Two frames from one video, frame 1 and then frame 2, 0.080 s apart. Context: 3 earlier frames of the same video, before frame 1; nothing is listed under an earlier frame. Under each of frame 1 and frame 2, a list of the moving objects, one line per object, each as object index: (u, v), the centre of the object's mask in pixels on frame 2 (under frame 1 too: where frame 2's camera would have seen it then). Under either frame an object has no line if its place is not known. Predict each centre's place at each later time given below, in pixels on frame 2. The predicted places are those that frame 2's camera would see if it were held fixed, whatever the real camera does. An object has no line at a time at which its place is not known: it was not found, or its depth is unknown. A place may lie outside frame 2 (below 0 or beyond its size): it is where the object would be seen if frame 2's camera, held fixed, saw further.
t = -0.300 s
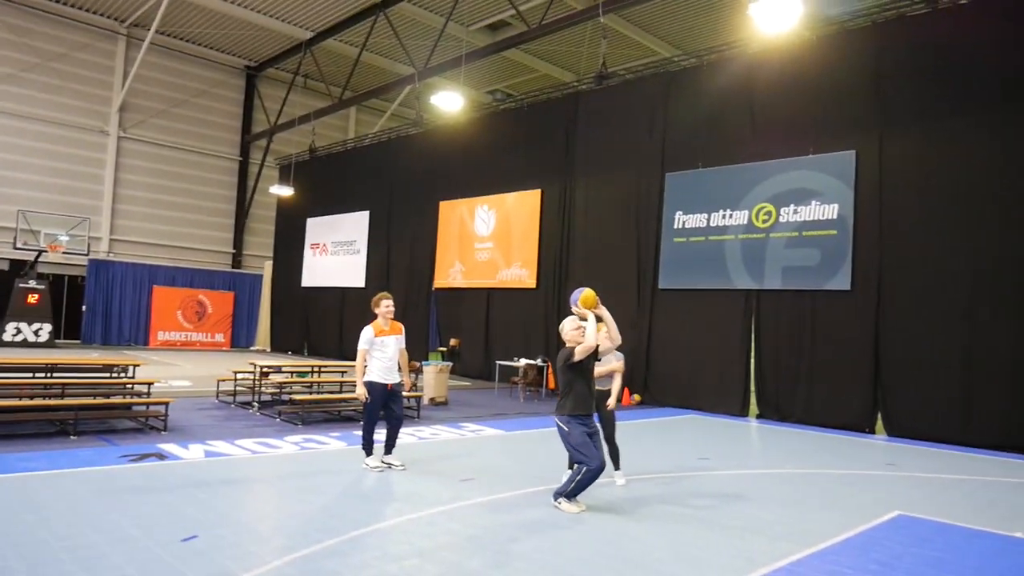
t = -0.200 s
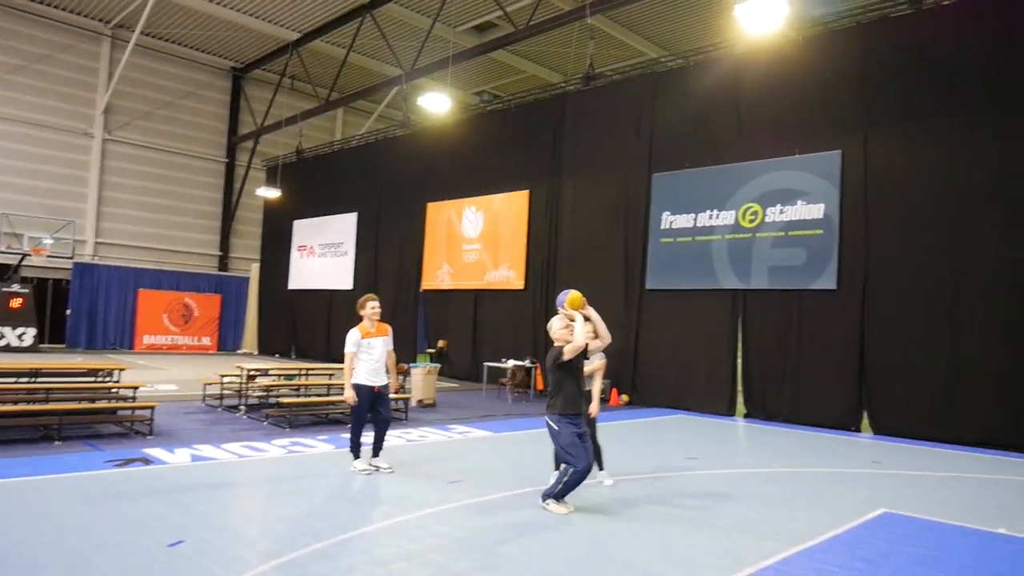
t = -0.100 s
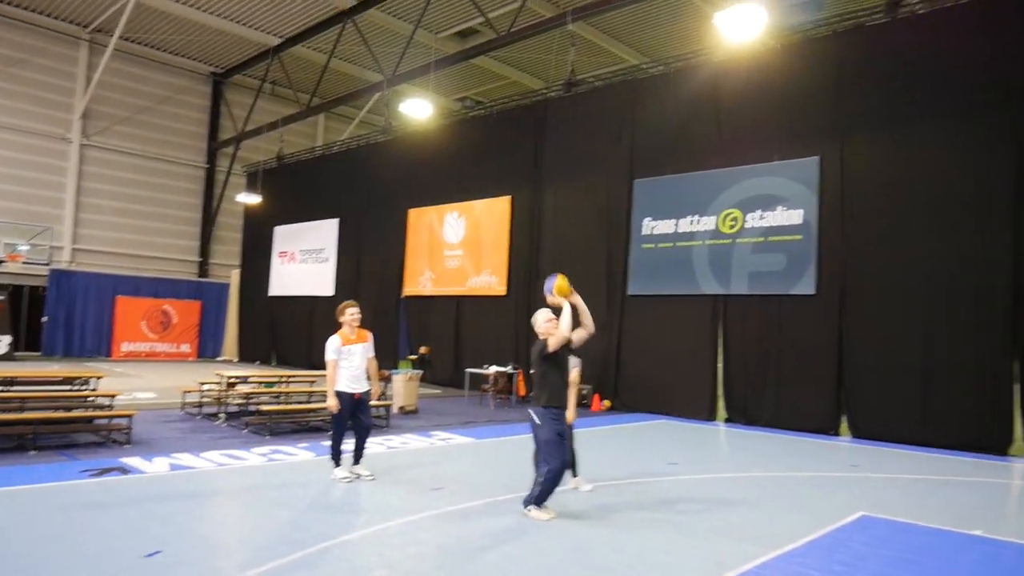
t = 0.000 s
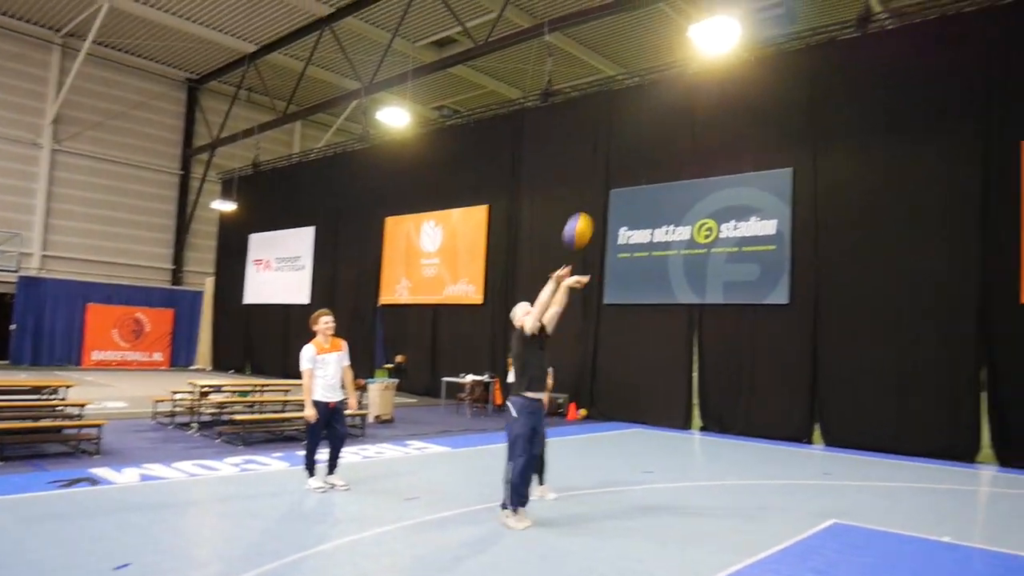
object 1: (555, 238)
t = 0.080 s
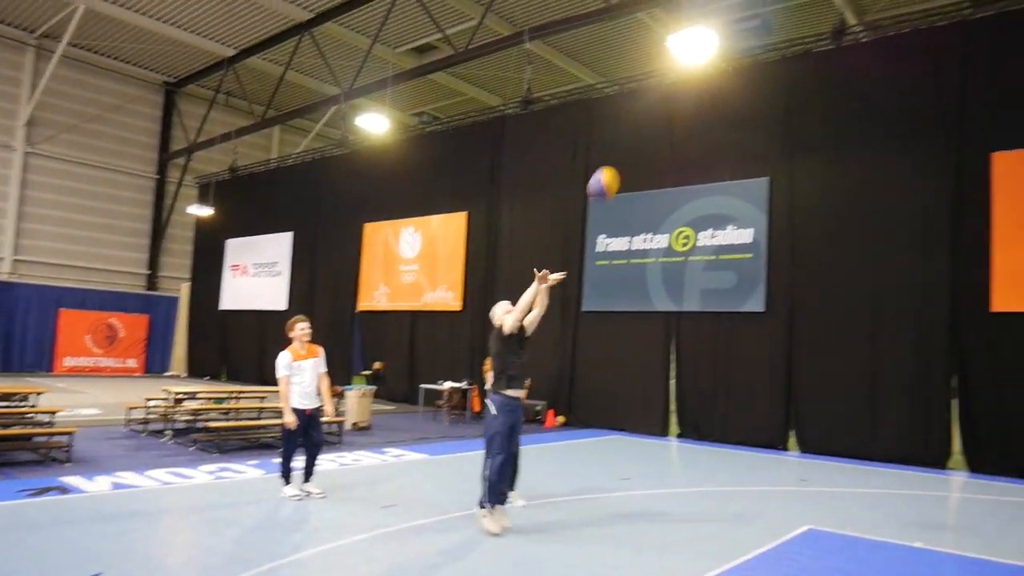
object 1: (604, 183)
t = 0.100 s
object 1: (616, 171)
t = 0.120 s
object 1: (628, 159)
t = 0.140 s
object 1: (641, 146)
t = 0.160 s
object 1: (653, 134)
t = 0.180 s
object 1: (666, 122)
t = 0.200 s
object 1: (679, 112)
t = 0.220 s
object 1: (693, 99)
